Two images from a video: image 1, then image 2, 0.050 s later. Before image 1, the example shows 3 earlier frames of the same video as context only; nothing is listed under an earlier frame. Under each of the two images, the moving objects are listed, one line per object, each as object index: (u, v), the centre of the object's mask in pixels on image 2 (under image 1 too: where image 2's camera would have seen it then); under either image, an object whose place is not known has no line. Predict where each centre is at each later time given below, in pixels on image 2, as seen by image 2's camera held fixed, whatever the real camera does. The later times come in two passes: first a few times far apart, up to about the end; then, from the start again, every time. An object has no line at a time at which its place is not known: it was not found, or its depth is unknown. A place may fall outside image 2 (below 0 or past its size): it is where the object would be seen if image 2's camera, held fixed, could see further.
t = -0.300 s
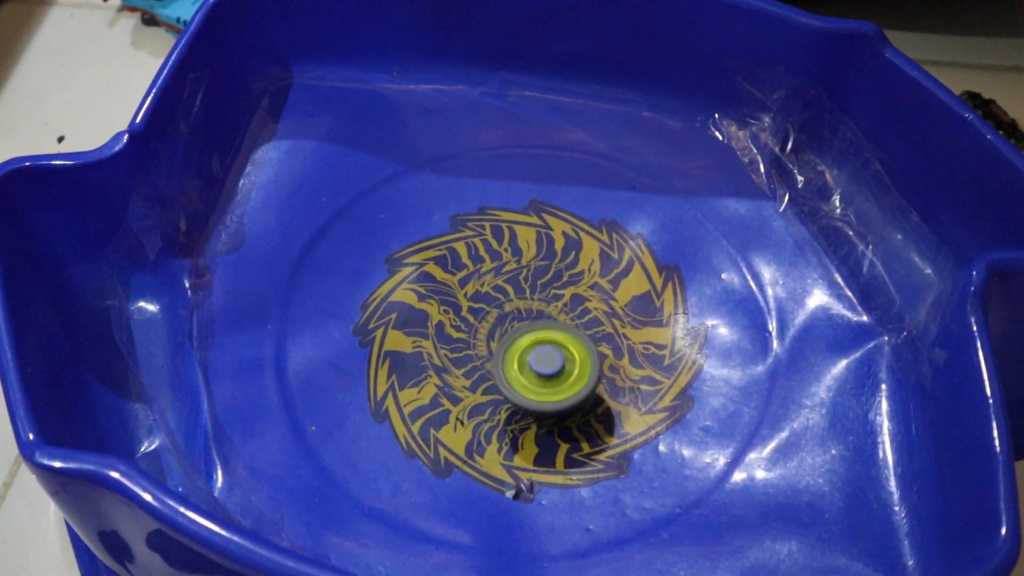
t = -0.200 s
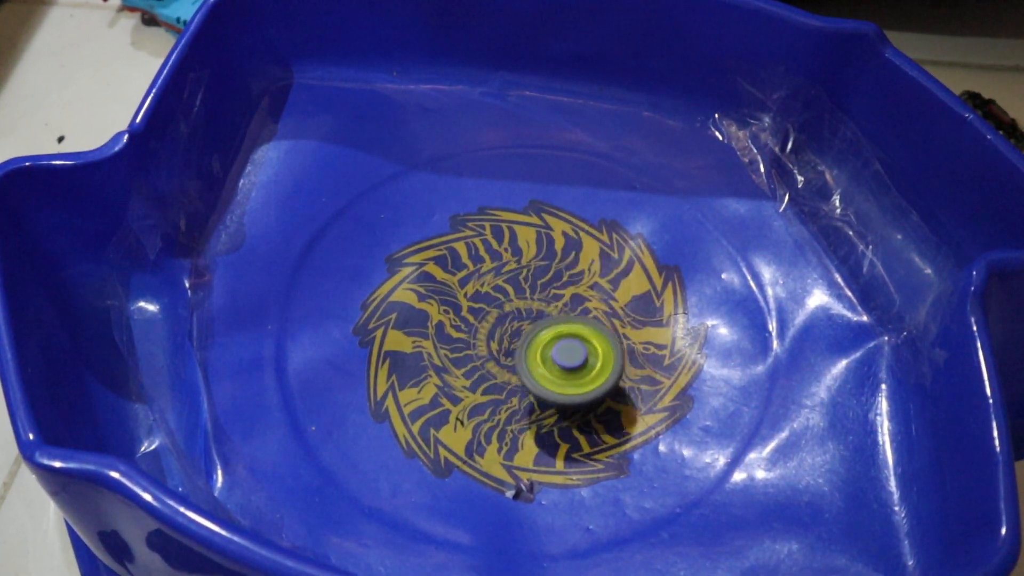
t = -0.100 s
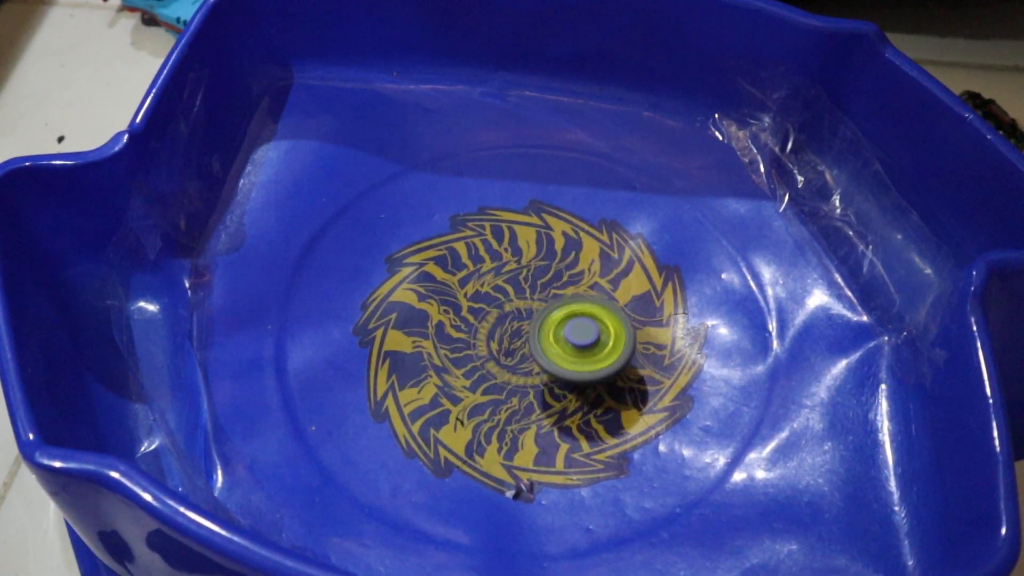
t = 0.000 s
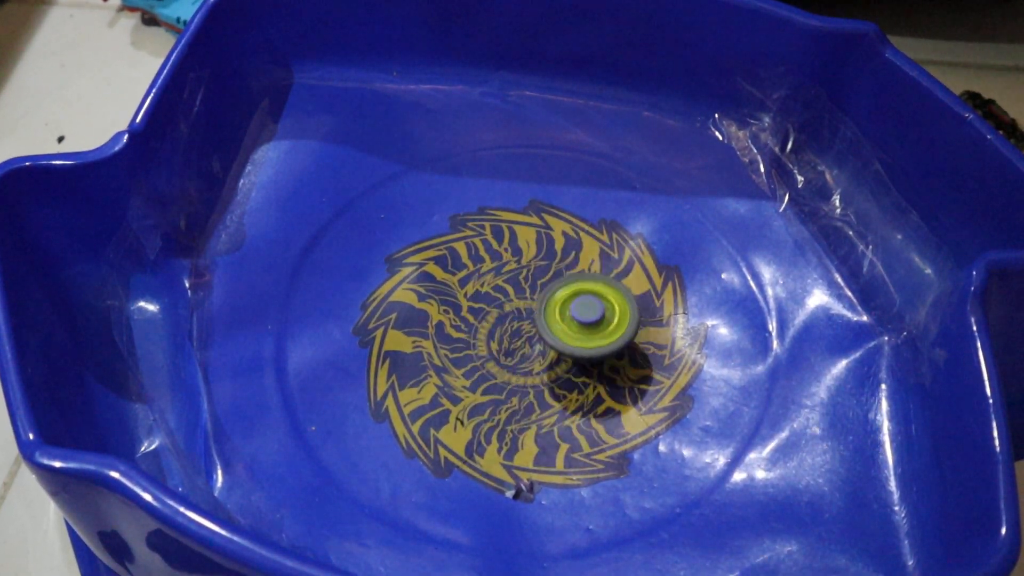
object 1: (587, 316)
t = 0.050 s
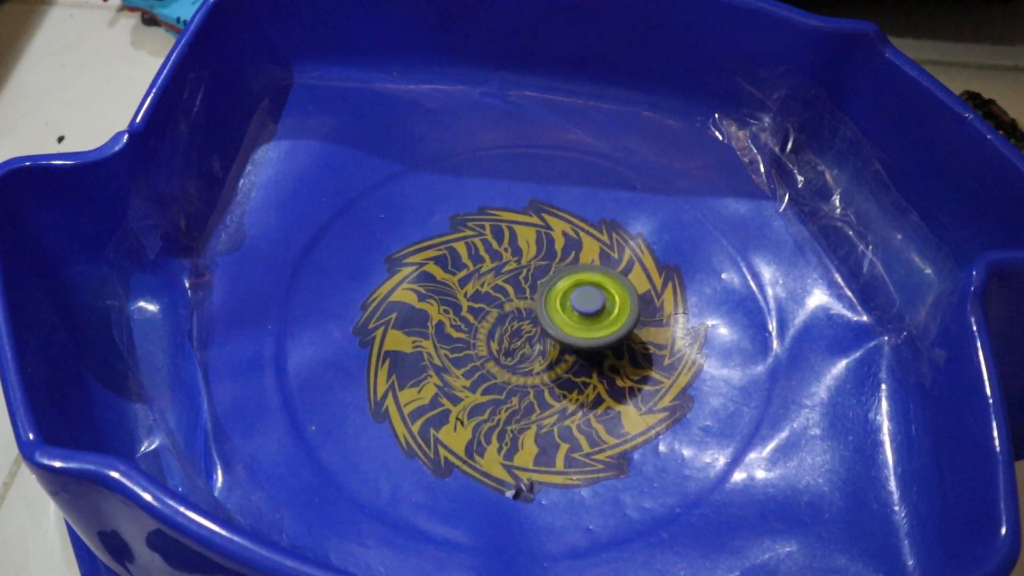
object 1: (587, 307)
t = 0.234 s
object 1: (572, 281)
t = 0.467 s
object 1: (530, 288)
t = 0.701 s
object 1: (512, 332)
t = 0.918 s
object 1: (542, 349)
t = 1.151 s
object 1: (574, 315)
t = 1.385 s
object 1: (571, 276)
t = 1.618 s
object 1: (545, 274)
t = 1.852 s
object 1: (534, 296)
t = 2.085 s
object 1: (532, 313)
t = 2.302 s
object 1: (540, 330)
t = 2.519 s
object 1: (573, 318)
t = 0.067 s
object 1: (586, 304)
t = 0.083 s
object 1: (585, 301)
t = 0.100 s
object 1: (584, 299)
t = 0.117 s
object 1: (583, 295)
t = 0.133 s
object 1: (582, 292)
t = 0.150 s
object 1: (581, 290)
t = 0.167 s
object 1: (579, 287)
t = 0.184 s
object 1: (578, 285)
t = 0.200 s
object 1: (576, 284)
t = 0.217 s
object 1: (574, 282)
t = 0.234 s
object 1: (572, 281)
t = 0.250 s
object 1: (569, 280)
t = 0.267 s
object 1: (566, 279)
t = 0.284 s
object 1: (563, 278)
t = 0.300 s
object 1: (560, 278)
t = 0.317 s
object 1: (557, 278)
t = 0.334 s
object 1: (554, 279)
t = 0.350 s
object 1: (551, 279)
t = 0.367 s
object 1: (547, 280)
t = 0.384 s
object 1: (544, 280)
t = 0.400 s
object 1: (541, 281)
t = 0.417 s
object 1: (538, 282)
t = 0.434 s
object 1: (535, 284)
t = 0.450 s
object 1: (532, 286)
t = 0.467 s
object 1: (530, 288)
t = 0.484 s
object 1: (529, 290)
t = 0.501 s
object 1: (527, 292)
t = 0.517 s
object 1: (526, 294)
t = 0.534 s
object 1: (525, 297)
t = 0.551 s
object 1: (524, 299)
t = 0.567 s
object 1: (523, 302)
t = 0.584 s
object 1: (521, 304)
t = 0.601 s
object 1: (520, 307)
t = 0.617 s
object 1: (518, 311)
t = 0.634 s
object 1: (516, 315)
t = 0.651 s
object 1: (515, 320)
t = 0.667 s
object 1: (513, 324)
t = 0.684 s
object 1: (512, 328)
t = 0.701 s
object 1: (512, 332)
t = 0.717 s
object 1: (513, 335)
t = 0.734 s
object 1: (515, 337)
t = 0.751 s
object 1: (517, 339)
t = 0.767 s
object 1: (520, 342)
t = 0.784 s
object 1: (522, 343)
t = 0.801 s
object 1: (524, 345)
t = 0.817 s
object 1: (526, 346)
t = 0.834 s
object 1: (529, 347)
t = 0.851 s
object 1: (531, 347)
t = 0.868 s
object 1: (534, 349)
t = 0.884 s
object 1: (537, 349)
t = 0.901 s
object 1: (540, 349)
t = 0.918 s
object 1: (542, 349)
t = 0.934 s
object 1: (545, 349)
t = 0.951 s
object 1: (548, 348)
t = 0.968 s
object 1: (551, 347)
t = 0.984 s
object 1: (554, 345)
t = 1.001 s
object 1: (557, 344)
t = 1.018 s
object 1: (560, 342)
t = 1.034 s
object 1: (562, 340)
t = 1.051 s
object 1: (565, 337)
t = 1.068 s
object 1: (567, 334)
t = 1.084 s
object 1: (569, 330)
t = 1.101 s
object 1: (571, 326)
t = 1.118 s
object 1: (572, 323)
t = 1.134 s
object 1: (573, 318)
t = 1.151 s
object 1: (574, 315)
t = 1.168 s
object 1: (575, 312)
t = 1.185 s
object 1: (576, 308)
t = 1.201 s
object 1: (577, 305)
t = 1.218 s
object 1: (578, 301)
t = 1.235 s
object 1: (578, 298)
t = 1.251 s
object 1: (578, 295)
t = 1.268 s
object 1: (578, 291)
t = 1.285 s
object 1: (578, 289)
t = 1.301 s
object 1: (577, 286)
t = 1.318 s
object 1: (576, 284)
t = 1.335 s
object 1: (576, 282)
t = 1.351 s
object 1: (574, 280)
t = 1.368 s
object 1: (573, 278)
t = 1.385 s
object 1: (571, 276)
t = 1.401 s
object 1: (569, 275)
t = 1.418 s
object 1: (567, 274)
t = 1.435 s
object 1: (565, 273)
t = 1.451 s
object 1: (562, 272)
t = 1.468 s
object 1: (560, 271)
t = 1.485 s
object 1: (558, 271)
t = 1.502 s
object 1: (555, 270)
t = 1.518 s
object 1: (553, 270)
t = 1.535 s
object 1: (552, 270)
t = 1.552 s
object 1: (550, 271)
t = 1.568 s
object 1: (549, 271)
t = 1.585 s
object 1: (547, 272)
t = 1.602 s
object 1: (546, 273)
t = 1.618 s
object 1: (545, 274)
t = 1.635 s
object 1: (542, 275)
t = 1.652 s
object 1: (541, 276)
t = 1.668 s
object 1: (539, 277)
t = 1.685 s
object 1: (537, 279)
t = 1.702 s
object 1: (536, 280)
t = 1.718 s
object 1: (535, 282)
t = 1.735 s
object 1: (533, 284)
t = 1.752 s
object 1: (532, 285)
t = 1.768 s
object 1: (532, 287)
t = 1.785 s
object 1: (532, 289)
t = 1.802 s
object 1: (532, 290)
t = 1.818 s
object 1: (533, 292)
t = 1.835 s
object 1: (533, 293)
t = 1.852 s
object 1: (534, 296)
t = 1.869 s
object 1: (534, 297)
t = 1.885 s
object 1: (535, 299)
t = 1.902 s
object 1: (535, 301)
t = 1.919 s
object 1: (536, 303)
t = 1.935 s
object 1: (536, 305)
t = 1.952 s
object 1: (536, 307)
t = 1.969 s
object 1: (536, 308)
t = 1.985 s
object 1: (536, 309)
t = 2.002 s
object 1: (536, 310)
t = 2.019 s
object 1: (536, 311)
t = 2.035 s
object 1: (535, 312)
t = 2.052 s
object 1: (534, 312)
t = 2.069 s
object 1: (533, 313)
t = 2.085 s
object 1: (532, 313)
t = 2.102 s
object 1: (530, 313)
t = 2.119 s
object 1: (529, 314)
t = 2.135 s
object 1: (527, 315)
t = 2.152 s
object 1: (526, 318)
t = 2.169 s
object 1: (525, 320)
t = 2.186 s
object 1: (524, 324)
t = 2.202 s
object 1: (524, 327)
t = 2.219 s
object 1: (525, 328)
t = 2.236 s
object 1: (527, 330)
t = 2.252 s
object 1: (530, 330)
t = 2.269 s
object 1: (533, 331)
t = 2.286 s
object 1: (537, 330)
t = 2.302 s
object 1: (540, 330)
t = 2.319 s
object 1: (544, 329)
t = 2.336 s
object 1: (548, 329)
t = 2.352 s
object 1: (551, 328)
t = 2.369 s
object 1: (553, 327)
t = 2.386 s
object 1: (556, 327)
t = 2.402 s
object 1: (559, 326)
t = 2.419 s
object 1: (560, 325)
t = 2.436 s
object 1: (563, 324)
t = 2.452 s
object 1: (565, 323)
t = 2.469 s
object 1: (567, 322)
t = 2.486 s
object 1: (569, 321)
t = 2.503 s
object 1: (571, 320)
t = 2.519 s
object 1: (573, 318)
